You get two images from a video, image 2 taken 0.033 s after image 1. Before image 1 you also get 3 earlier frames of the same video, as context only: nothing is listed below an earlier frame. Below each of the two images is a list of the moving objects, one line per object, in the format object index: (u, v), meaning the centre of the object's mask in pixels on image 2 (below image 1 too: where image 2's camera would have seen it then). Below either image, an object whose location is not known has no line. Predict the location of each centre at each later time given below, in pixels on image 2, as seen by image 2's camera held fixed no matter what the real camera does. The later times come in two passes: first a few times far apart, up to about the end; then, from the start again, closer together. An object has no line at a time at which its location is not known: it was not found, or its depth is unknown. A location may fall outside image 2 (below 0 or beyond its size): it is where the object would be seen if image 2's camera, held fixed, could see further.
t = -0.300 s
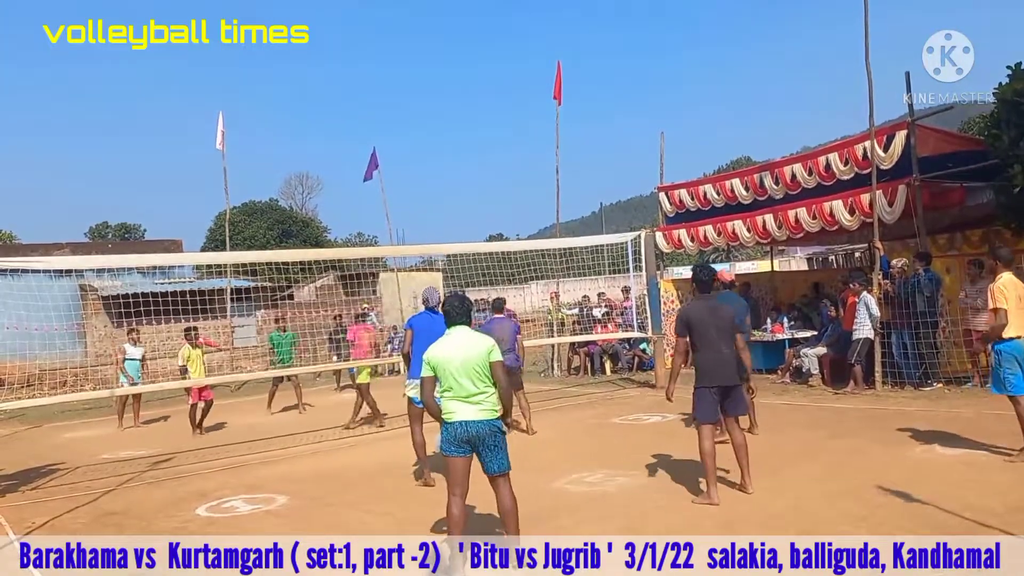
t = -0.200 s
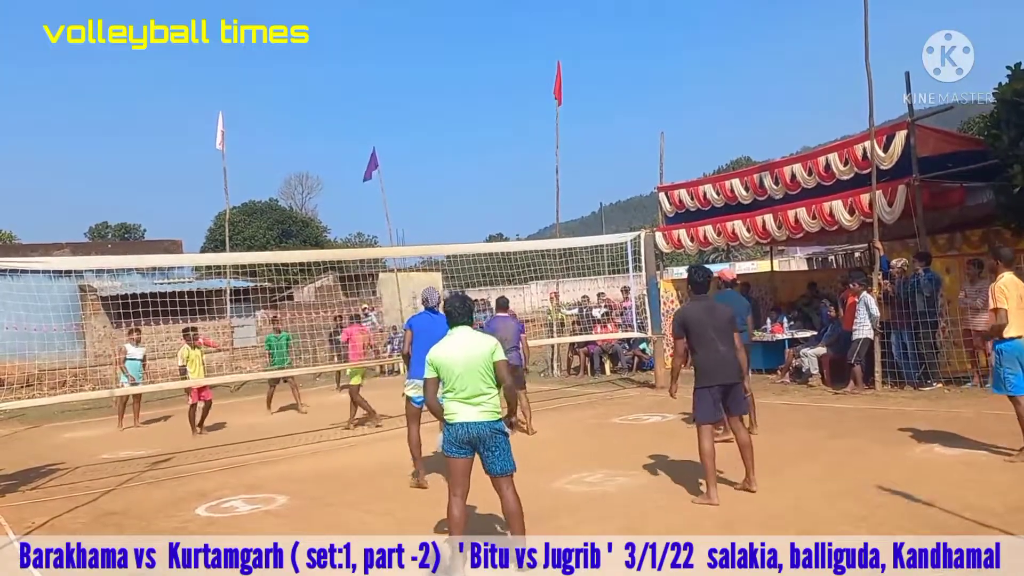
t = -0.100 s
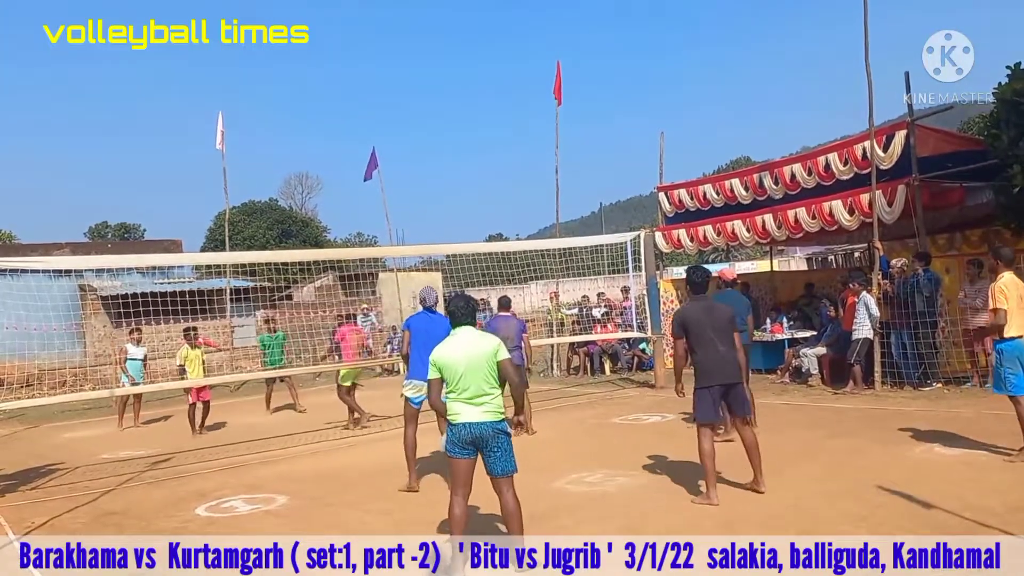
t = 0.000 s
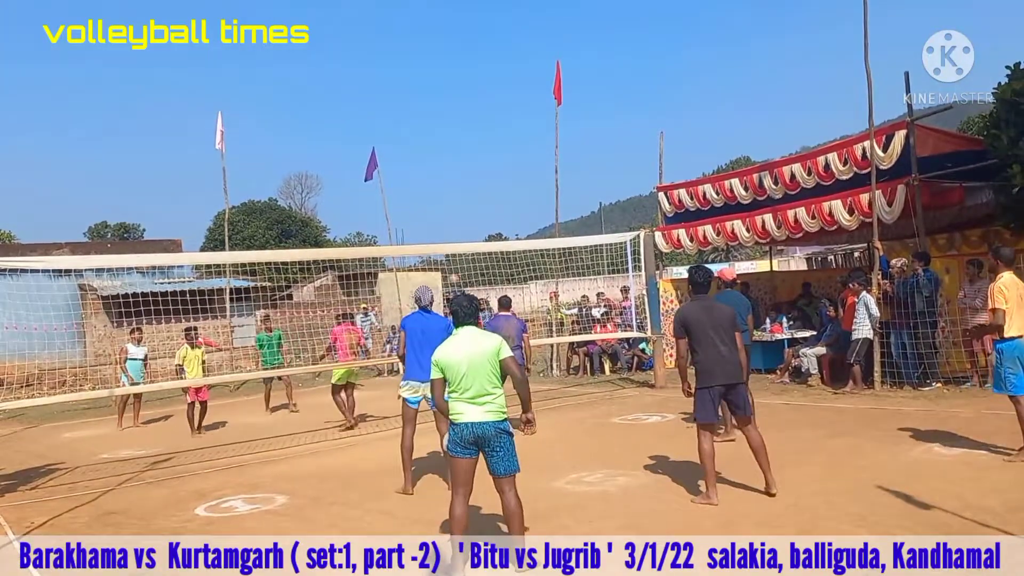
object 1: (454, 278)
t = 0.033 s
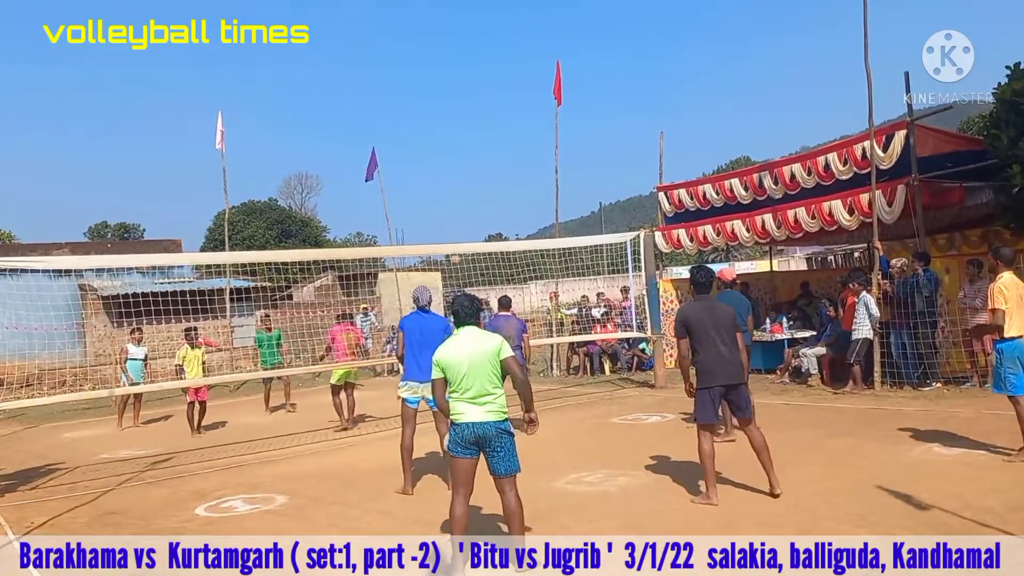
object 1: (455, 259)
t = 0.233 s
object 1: (467, 153)
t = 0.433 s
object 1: (482, 62)
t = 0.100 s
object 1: (459, 221)
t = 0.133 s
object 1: (460, 204)
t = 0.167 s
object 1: (462, 187)
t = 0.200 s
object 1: (464, 170)
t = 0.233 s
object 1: (467, 153)
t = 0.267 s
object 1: (469, 136)
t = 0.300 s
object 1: (471, 120)
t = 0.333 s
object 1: (474, 105)
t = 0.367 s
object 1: (476, 90)
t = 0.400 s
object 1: (479, 75)
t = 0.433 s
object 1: (482, 62)
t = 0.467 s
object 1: (485, 48)
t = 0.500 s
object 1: (488, 35)
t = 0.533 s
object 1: (491, 23)
